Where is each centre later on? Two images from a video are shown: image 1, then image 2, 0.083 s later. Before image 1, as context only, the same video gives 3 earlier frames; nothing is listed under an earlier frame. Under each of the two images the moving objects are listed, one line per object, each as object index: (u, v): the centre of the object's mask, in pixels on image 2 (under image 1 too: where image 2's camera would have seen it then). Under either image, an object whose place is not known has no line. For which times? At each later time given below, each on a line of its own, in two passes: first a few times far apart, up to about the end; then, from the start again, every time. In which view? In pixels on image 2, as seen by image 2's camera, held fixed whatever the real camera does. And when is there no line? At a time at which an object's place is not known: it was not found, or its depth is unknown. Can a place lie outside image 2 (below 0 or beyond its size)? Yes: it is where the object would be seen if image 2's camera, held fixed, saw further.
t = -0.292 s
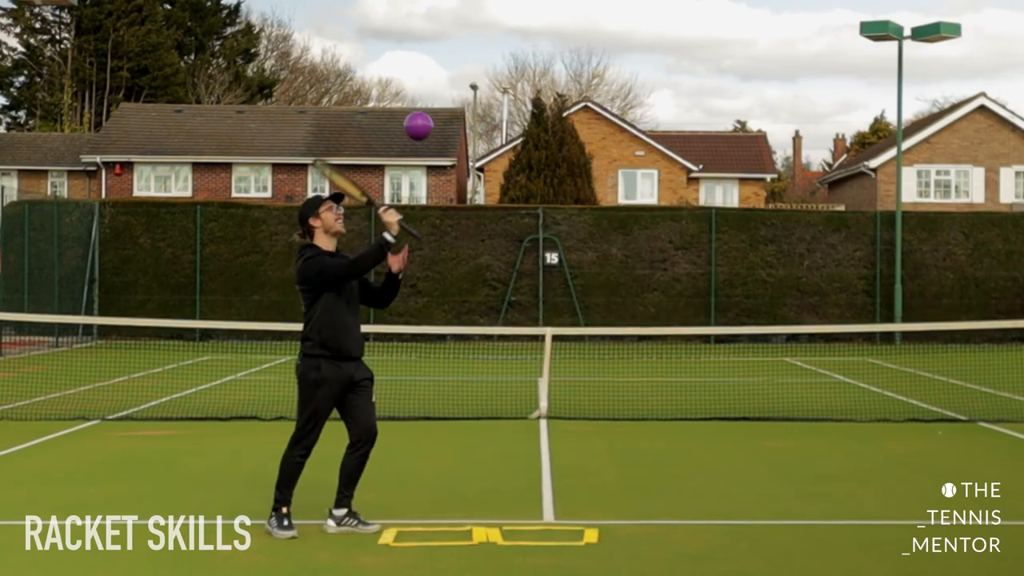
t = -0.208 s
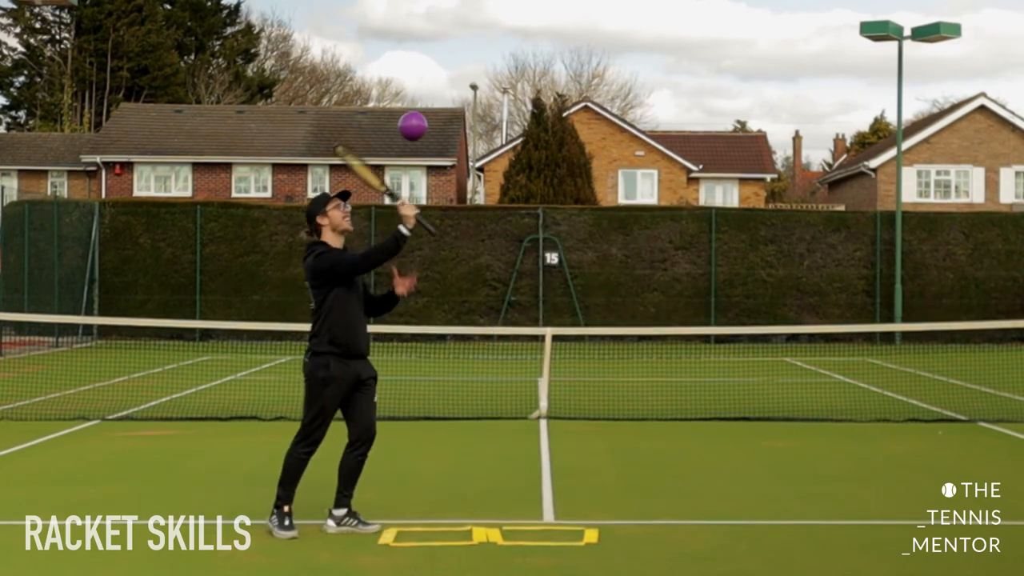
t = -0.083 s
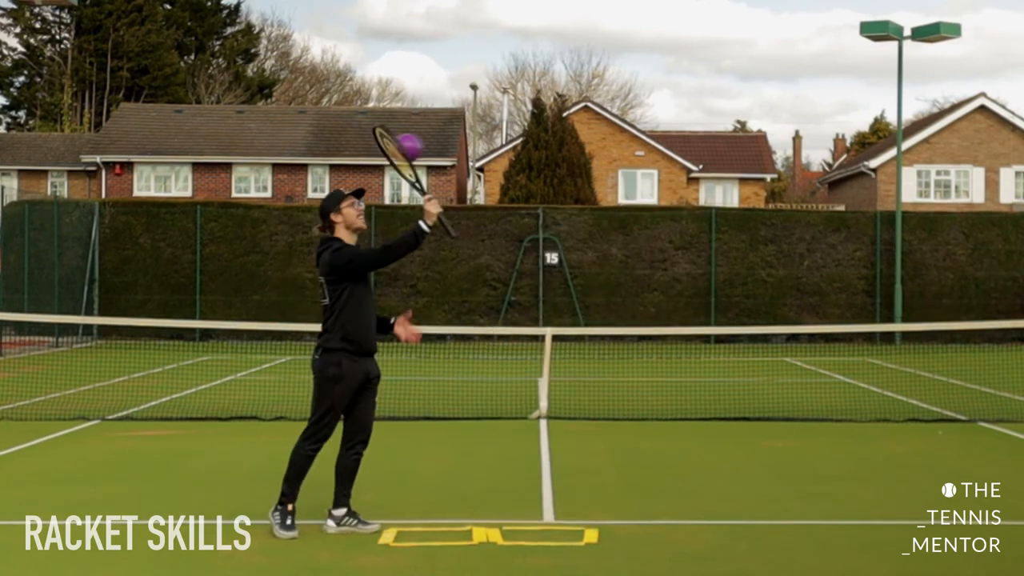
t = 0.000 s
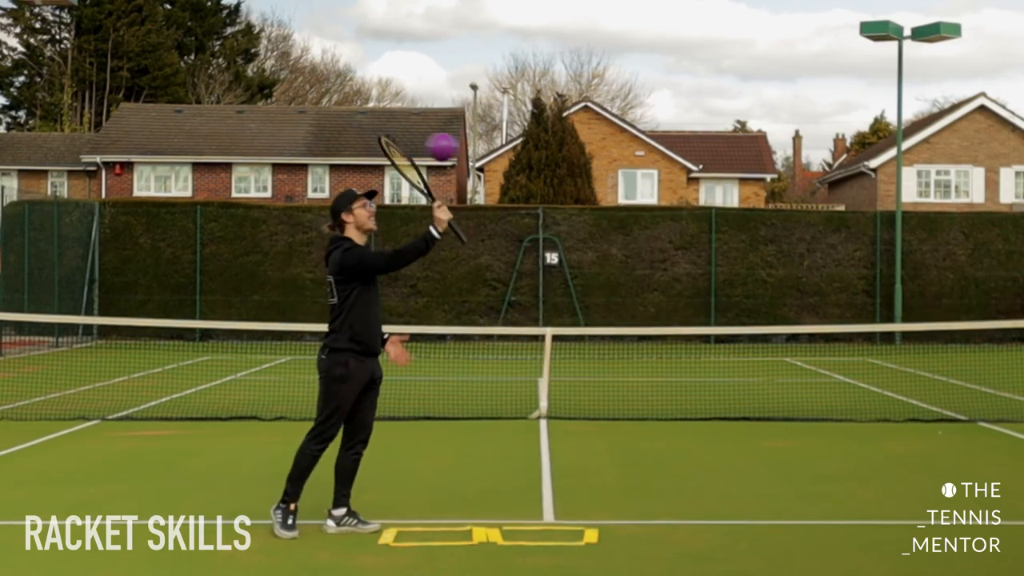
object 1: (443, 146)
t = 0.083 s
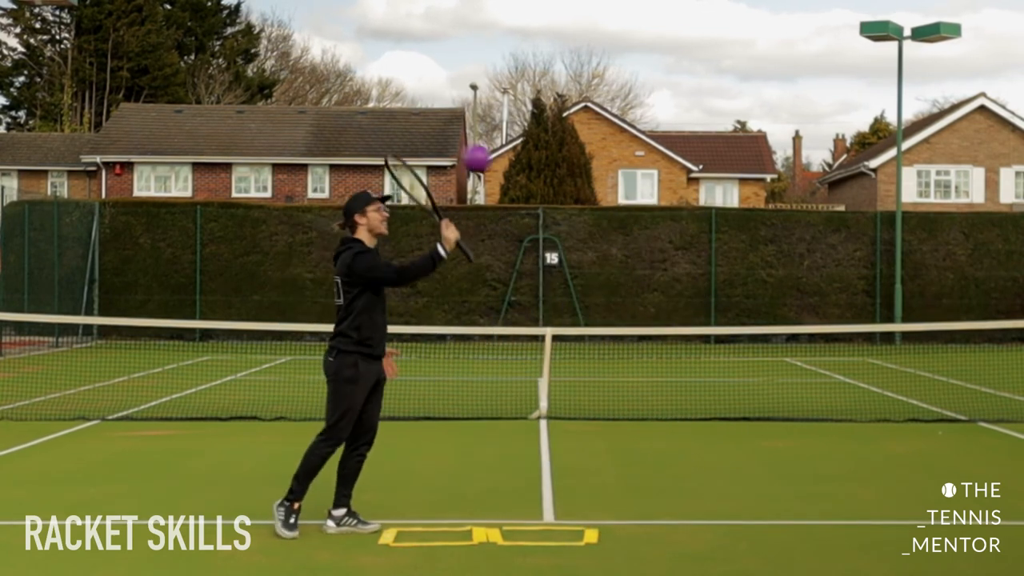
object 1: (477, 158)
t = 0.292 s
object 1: (556, 237)
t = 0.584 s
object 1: (644, 475)
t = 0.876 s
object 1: (692, 371)
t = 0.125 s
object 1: (495, 169)
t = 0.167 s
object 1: (511, 181)
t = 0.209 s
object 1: (526, 196)
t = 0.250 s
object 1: (542, 216)
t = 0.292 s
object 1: (556, 237)
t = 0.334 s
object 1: (571, 264)
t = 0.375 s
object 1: (584, 291)
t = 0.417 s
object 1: (596, 319)
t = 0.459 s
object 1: (610, 356)
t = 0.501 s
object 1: (621, 394)
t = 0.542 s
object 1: (633, 433)
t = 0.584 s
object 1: (644, 475)
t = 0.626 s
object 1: (654, 518)
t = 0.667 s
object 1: (662, 495)
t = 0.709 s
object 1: (669, 464)
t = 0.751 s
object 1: (675, 436)
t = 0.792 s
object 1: (681, 410)
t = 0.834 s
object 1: (687, 390)
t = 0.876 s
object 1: (692, 371)
